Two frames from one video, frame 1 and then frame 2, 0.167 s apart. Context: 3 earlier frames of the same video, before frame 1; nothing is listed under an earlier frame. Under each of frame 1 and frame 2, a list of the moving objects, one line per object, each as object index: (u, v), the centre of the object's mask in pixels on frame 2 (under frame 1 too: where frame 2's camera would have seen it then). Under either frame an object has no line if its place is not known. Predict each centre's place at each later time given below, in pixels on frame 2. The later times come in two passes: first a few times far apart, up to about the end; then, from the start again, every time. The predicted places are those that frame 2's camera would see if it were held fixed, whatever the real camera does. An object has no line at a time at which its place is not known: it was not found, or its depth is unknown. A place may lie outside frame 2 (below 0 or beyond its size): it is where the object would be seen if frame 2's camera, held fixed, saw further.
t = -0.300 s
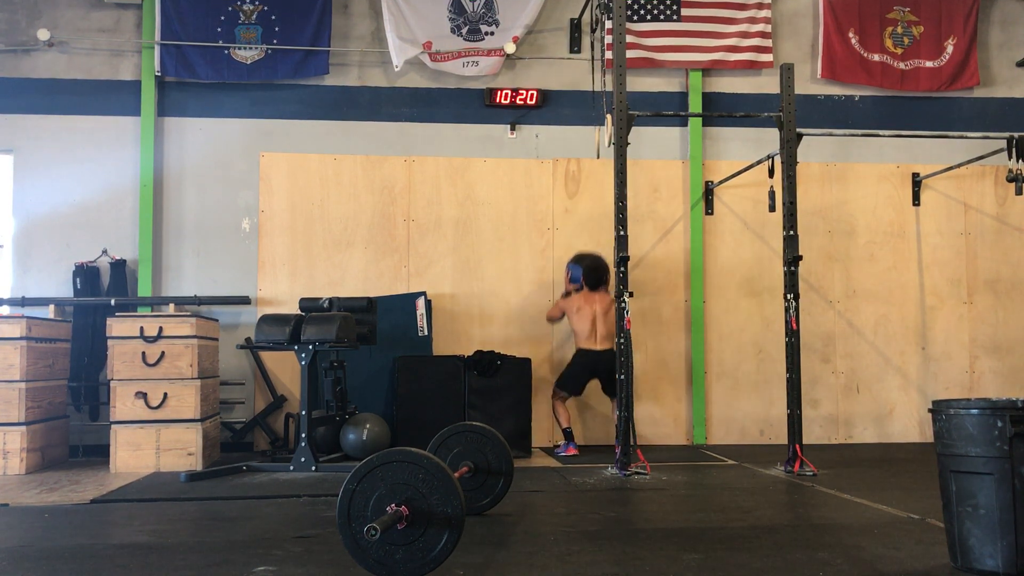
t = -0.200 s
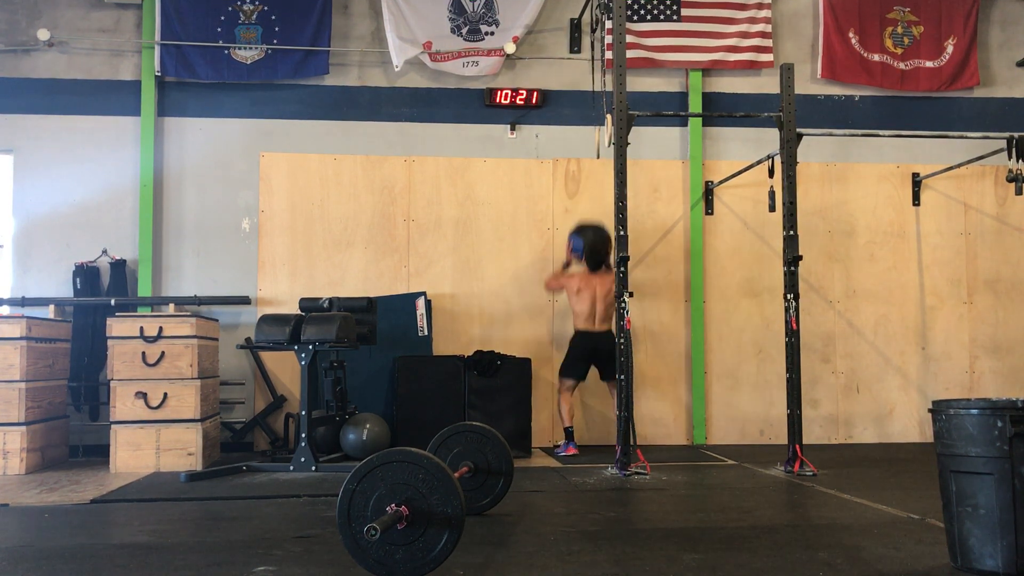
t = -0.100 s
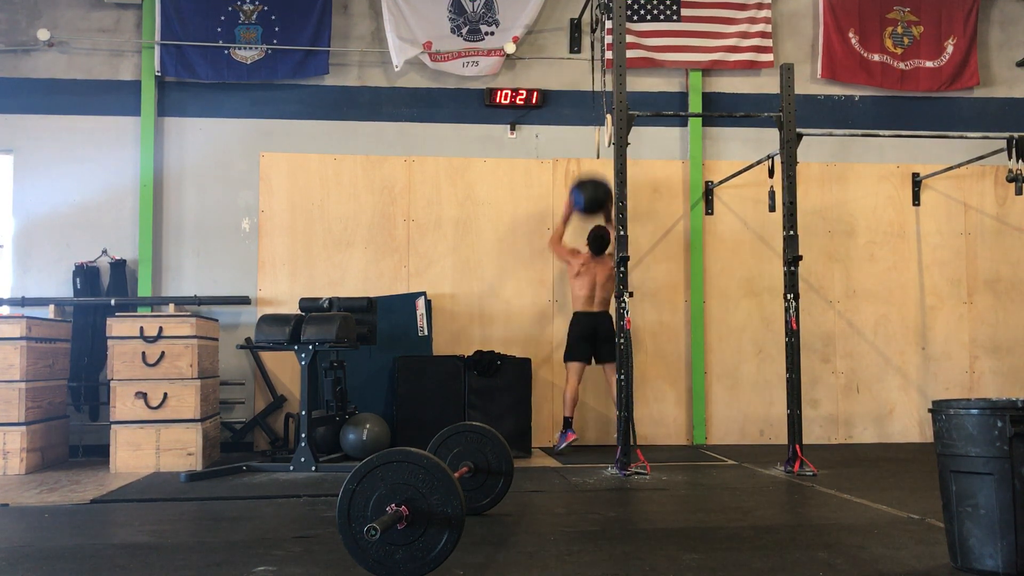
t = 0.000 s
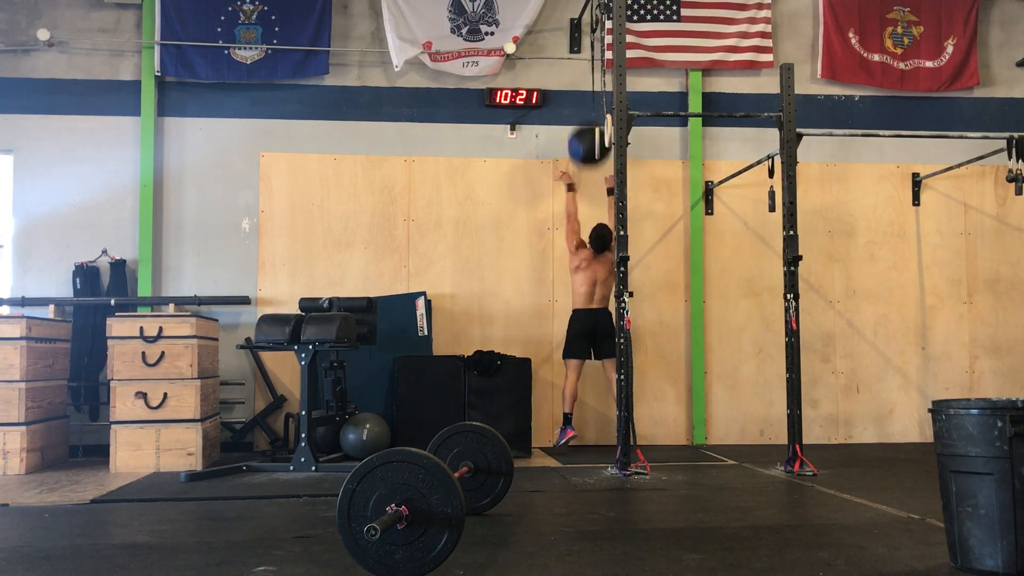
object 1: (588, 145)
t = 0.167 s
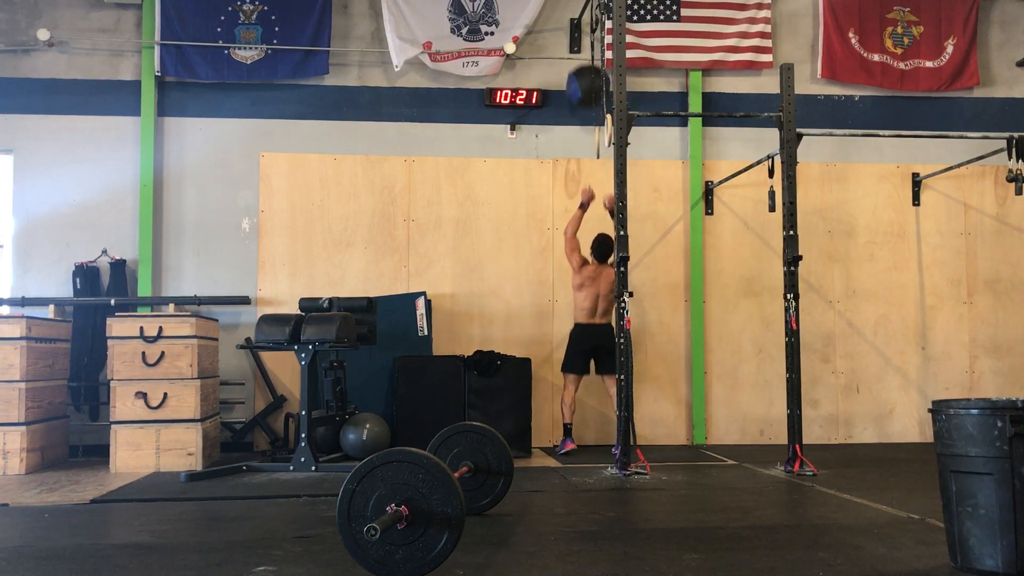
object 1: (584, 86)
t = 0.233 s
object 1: (587, 72)
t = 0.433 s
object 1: (586, 61)
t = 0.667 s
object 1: (586, 98)
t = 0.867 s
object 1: (591, 179)
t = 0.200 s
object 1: (587, 78)
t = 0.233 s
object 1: (587, 72)
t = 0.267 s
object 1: (587, 67)
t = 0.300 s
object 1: (586, 63)
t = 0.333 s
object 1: (586, 61)
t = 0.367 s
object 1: (586, 60)
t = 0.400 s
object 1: (586, 60)
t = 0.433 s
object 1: (586, 61)
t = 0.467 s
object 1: (586, 62)
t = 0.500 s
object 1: (586, 65)
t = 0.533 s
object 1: (587, 69)
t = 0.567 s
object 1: (587, 74)
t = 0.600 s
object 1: (588, 80)
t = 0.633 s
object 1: (586, 88)
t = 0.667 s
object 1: (586, 98)
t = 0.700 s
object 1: (587, 108)
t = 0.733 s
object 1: (587, 118)
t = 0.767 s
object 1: (588, 131)
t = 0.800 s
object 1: (589, 146)
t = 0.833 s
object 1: (591, 162)
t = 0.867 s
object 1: (591, 179)
